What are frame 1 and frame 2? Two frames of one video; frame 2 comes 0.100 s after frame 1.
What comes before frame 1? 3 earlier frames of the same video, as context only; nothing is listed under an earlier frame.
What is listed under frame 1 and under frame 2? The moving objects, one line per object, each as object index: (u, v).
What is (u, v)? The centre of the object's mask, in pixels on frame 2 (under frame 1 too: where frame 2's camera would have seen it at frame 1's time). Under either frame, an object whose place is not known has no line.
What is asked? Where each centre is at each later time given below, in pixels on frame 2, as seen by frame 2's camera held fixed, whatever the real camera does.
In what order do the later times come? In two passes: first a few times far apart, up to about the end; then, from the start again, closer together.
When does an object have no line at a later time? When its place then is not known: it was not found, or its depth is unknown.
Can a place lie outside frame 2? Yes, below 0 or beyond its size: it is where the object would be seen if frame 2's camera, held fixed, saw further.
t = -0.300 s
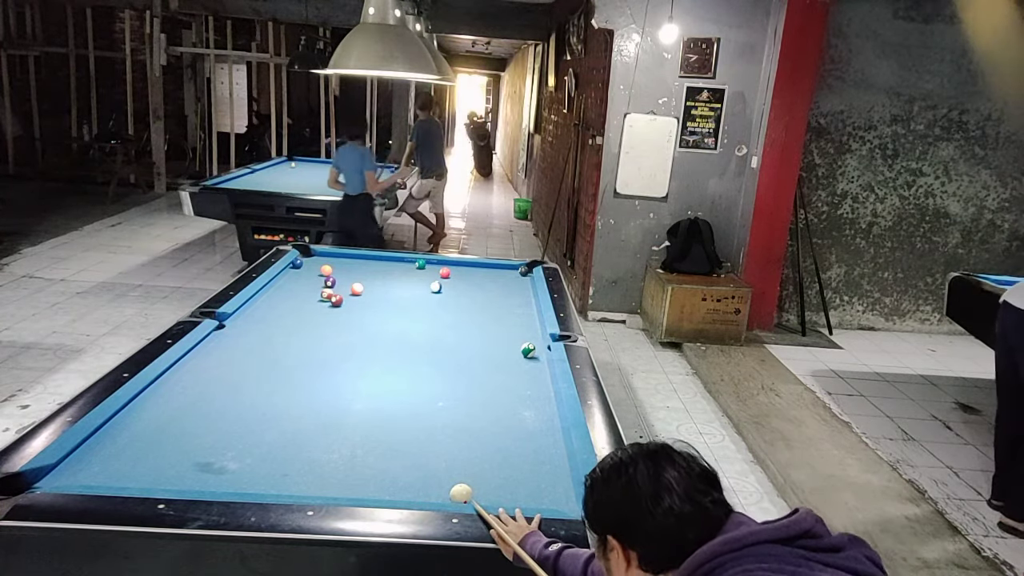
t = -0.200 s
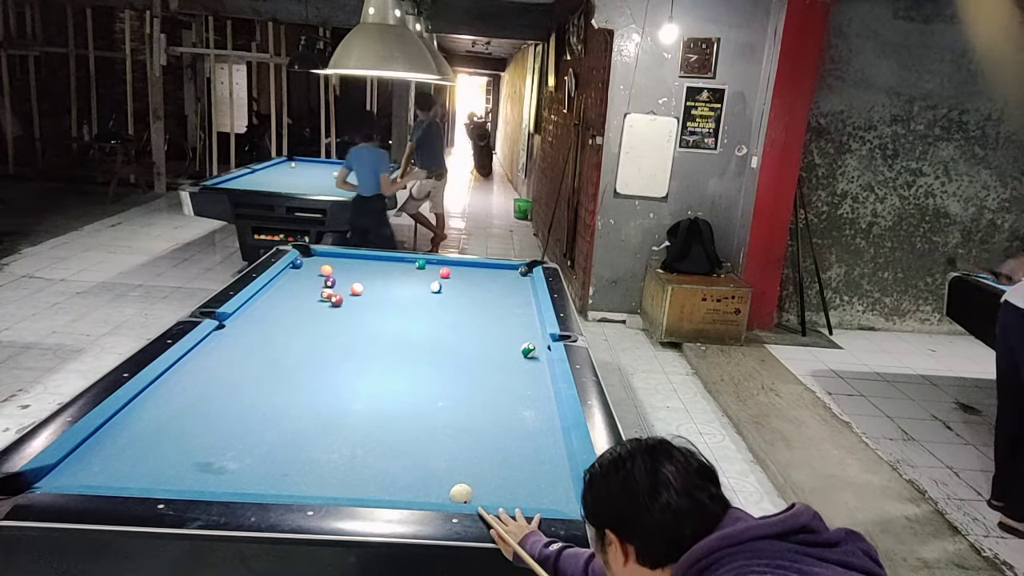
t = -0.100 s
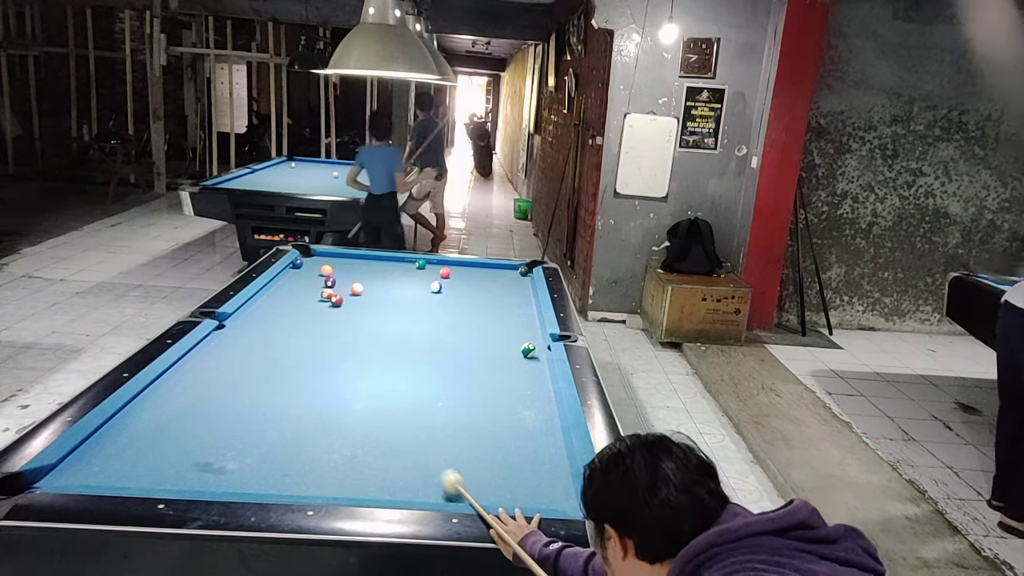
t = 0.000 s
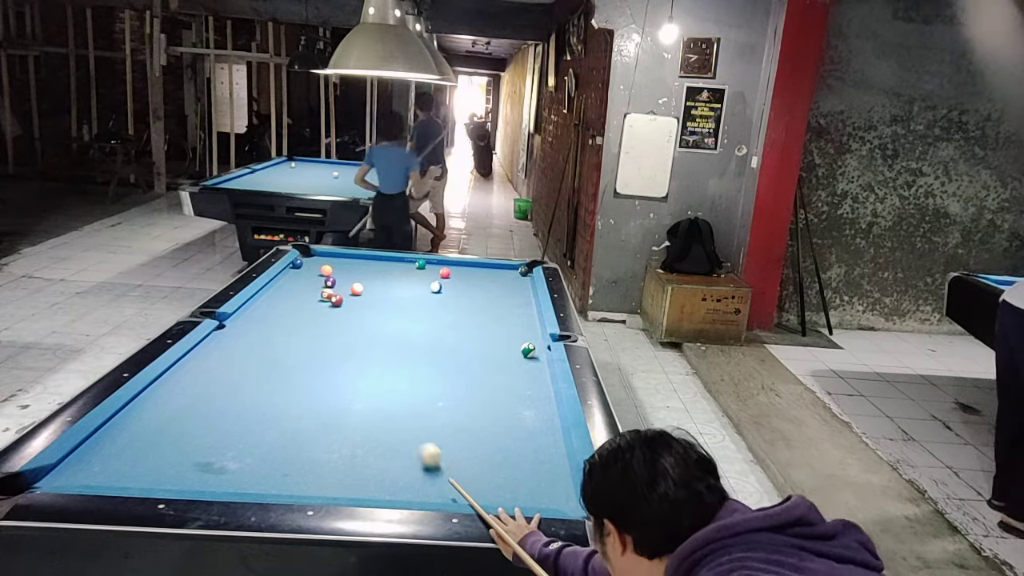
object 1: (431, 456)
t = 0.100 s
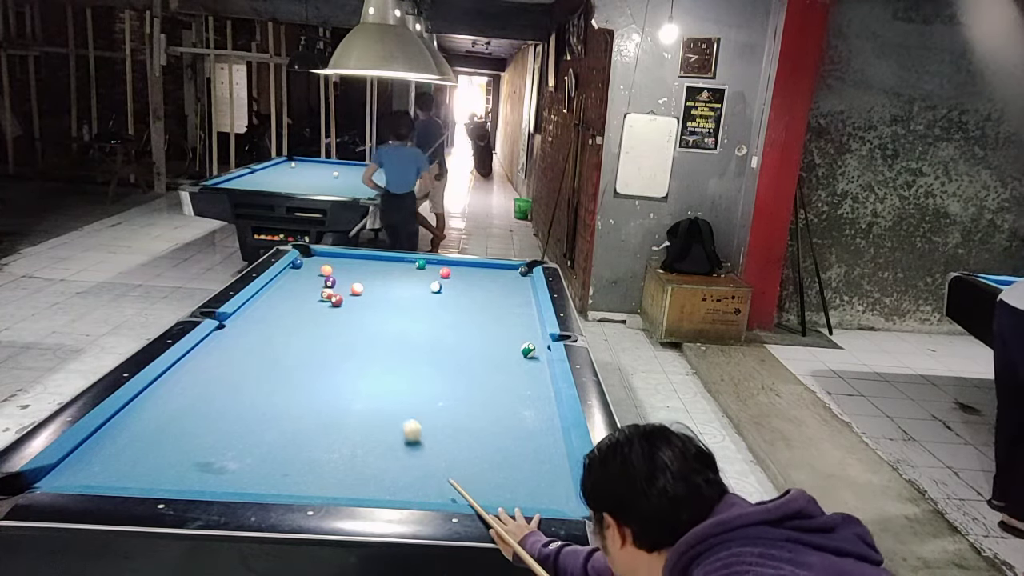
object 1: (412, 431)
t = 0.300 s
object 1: (382, 390)
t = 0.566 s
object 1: (350, 349)
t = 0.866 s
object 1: (324, 314)
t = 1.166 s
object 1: (303, 287)
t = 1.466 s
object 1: (295, 266)
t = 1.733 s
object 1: (326, 263)
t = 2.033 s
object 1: (358, 262)
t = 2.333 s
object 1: (387, 260)
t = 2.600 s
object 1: (408, 260)
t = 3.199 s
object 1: (434, 262)
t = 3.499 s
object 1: (442, 262)
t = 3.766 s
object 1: (449, 263)
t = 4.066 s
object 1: (455, 263)
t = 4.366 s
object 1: (460, 264)
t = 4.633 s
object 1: (463, 264)
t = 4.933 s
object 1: (465, 264)
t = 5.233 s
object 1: (465, 264)
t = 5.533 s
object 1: (464, 264)
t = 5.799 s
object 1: (464, 264)
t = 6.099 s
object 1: (465, 264)
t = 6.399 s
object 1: (464, 264)
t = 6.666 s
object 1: (464, 264)
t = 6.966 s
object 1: (464, 264)
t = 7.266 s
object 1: (464, 264)
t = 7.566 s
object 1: (464, 264)
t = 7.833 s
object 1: (465, 264)
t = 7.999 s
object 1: (465, 264)
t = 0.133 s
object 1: (407, 424)
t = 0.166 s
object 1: (401, 417)
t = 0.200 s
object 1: (396, 410)
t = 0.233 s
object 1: (391, 403)
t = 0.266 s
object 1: (386, 397)
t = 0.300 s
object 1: (382, 390)
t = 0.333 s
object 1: (378, 385)
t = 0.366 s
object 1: (373, 380)
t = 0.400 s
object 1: (369, 374)
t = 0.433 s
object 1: (365, 369)
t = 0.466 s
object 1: (361, 364)
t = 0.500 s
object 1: (357, 359)
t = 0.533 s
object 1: (354, 354)
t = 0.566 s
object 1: (350, 349)
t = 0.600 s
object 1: (347, 345)
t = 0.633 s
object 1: (343, 341)
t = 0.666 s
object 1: (341, 337)
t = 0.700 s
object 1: (338, 333)
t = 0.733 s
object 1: (335, 329)
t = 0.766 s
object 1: (332, 325)
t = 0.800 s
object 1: (329, 321)
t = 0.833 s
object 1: (326, 318)
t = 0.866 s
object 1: (324, 314)
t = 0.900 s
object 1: (321, 310)
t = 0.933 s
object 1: (319, 307)
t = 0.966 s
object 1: (316, 304)
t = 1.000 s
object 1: (314, 301)
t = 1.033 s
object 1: (312, 298)
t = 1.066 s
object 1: (309, 295)
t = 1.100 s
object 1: (307, 293)
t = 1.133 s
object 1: (305, 290)
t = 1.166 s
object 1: (303, 287)
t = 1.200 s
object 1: (301, 284)
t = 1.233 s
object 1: (299, 282)
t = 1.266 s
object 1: (297, 279)
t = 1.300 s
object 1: (295, 276)
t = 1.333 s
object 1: (293, 274)
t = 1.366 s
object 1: (291, 272)
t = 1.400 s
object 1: (289, 269)
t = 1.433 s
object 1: (291, 268)
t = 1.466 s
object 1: (295, 266)
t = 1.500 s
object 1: (299, 266)
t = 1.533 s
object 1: (303, 265)
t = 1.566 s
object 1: (307, 265)
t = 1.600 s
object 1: (311, 265)
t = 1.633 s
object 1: (315, 265)
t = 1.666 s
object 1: (318, 264)
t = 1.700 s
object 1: (322, 263)
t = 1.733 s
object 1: (326, 263)
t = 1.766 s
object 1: (331, 263)
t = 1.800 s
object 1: (334, 263)
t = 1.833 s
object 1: (338, 263)
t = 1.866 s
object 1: (341, 263)
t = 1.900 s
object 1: (345, 263)
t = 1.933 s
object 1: (348, 263)
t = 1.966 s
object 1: (351, 262)
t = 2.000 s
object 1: (355, 262)
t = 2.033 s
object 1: (358, 262)
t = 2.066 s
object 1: (361, 262)
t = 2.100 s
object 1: (364, 262)
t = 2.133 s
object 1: (368, 262)
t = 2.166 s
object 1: (371, 261)
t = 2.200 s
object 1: (374, 261)
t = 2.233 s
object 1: (377, 261)
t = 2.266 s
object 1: (380, 261)
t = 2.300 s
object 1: (383, 261)
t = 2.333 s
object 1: (387, 260)
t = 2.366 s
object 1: (390, 260)
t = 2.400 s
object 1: (393, 260)
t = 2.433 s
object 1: (396, 260)
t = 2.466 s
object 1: (398, 260)
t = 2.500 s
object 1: (401, 260)
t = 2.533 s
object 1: (404, 260)
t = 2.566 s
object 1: (406, 260)
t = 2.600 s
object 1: (408, 260)
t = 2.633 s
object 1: (410, 260)
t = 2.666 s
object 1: (412, 261)
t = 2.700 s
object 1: (413, 260)
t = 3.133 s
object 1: (432, 261)
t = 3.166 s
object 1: (433, 262)
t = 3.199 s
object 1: (434, 262)
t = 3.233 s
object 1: (435, 261)
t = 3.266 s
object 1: (436, 262)
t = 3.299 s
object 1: (437, 262)
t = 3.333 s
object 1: (438, 262)
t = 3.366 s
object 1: (439, 262)
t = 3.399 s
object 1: (440, 262)
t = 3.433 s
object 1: (440, 262)
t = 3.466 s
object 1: (442, 262)
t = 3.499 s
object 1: (442, 262)
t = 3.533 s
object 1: (443, 262)
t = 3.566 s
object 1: (444, 262)
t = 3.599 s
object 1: (445, 263)
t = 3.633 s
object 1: (446, 263)
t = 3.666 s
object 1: (447, 263)
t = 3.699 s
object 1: (447, 263)
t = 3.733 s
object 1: (448, 263)
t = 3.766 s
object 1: (449, 263)
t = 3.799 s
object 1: (450, 263)
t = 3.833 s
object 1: (451, 263)
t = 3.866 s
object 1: (451, 263)
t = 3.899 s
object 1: (452, 263)
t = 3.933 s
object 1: (453, 263)
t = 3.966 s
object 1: (454, 263)
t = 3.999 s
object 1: (454, 263)
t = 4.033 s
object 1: (455, 263)
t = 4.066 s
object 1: (455, 263)
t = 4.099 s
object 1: (456, 263)
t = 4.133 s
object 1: (456, 263)
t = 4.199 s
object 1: (458, 263)
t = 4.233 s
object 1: (459, 263)
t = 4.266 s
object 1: (459, 264)
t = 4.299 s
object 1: (459, 264)
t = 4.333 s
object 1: (459, 264)
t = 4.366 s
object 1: (460, 264)
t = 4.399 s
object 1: (460, 264)
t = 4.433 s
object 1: (461, 264)
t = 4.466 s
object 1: (461, 264)
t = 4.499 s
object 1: (462, 264)
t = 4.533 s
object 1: (462, 264)
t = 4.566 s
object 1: (463, 264)
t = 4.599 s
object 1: (463, 264)
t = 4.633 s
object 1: (463, 264)
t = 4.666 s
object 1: (464, 264)
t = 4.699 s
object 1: (464, 264)
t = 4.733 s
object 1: (464, 264)
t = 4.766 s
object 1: (464, 264)
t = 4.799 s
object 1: (464, 264)
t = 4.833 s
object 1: (465, 264)
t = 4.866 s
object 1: (465, 264)
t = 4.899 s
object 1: (465, 264)
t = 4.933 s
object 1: (465, 264)
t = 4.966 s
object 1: (465, 264)
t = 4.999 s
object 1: (465, 264)
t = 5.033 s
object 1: (465, 264)
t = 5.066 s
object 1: (465, 264)
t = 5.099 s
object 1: (465, 264)
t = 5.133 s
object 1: (465, 264)
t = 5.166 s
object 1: (465, 264)
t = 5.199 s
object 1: (465, 264)
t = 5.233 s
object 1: (465, 264)
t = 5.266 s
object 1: (465, 264)
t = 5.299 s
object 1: (465, 264)
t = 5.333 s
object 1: (465, 264)
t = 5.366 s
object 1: (465, 264)
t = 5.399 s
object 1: (465, 264)
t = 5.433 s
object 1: (465, 264)
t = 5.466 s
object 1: (465, 264)
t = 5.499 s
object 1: (465, 264)
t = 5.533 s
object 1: (464, 264)
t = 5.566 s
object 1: (465, 264)
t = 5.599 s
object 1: (465, 264)
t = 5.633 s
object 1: (465, 264)
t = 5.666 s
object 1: (464, 264)
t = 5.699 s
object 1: (465, 264)
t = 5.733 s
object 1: (465, 264)
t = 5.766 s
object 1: (465, 264)
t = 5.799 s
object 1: (464, 264)
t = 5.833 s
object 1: (465, 264)
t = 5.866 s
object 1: (464, 264)
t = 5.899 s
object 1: (465, 264)
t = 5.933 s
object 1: (464, 264)
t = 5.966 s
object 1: (465, 264)
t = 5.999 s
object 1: (464, 264)
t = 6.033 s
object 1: (465, 264)
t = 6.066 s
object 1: (464, 264)
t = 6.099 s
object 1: (465, 264)
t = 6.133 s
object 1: (464, 264)
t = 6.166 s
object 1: (464, 264)
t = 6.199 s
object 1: (465, 264)
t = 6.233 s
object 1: (464, 264)
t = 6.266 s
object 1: (465, 264)
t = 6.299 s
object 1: (464, 264)
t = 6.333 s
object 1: (464, 264)
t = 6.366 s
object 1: (464, 264)
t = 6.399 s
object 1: (464, 264)
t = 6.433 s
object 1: (464, 264)
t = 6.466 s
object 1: (464, 264)
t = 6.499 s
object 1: (465, 264)
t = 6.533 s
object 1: (464, 264)
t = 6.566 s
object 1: (465, 264)
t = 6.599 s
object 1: (464, 264)
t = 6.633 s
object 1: (465, 264)
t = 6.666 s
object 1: (464, 264)
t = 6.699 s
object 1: (464, 264)
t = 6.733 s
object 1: (464, 264)
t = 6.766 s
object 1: (464, 264)
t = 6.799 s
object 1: (464, 264)
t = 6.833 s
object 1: (464, 264)
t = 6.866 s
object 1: (465, 264)
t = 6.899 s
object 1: (464, 264)
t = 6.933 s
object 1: (465, 264)
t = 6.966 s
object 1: (464, 264)
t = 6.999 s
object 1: (465, 264)
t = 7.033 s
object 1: (465, 264)
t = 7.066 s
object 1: (464, 264)
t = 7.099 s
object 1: (465, 264)
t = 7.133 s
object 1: (464, 264)
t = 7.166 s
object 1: (464, 264)
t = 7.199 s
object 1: (464, 264)
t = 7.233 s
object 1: (464, 264)
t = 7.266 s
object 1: (464, 264)
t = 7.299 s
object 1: (464, 264)
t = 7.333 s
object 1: (464, 264)
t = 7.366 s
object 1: (465, 264)
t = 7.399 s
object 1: (464, 264)
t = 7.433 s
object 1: (465, 264)
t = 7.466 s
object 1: (464, 264)
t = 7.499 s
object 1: (464, 264)
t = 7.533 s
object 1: (464, 264)
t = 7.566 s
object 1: (464, 264)
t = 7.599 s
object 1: (464, 264)
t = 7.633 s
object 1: (464, 264)
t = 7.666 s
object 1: (465, 264)
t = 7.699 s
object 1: (464, 264)
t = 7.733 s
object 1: (465, 264)
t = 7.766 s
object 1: (464, 264)
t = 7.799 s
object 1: (465, 264)
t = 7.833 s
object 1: (465, 264)
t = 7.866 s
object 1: (465, 264)
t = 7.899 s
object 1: (464, 264)
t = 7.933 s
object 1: (464, 264)
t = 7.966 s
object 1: (465, 264)
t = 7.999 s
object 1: (465, 264)
